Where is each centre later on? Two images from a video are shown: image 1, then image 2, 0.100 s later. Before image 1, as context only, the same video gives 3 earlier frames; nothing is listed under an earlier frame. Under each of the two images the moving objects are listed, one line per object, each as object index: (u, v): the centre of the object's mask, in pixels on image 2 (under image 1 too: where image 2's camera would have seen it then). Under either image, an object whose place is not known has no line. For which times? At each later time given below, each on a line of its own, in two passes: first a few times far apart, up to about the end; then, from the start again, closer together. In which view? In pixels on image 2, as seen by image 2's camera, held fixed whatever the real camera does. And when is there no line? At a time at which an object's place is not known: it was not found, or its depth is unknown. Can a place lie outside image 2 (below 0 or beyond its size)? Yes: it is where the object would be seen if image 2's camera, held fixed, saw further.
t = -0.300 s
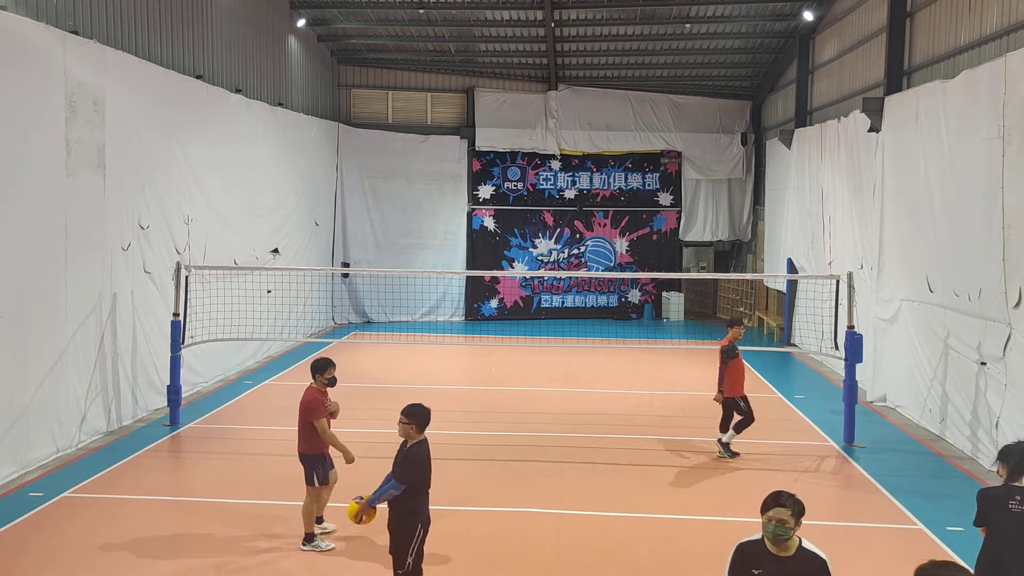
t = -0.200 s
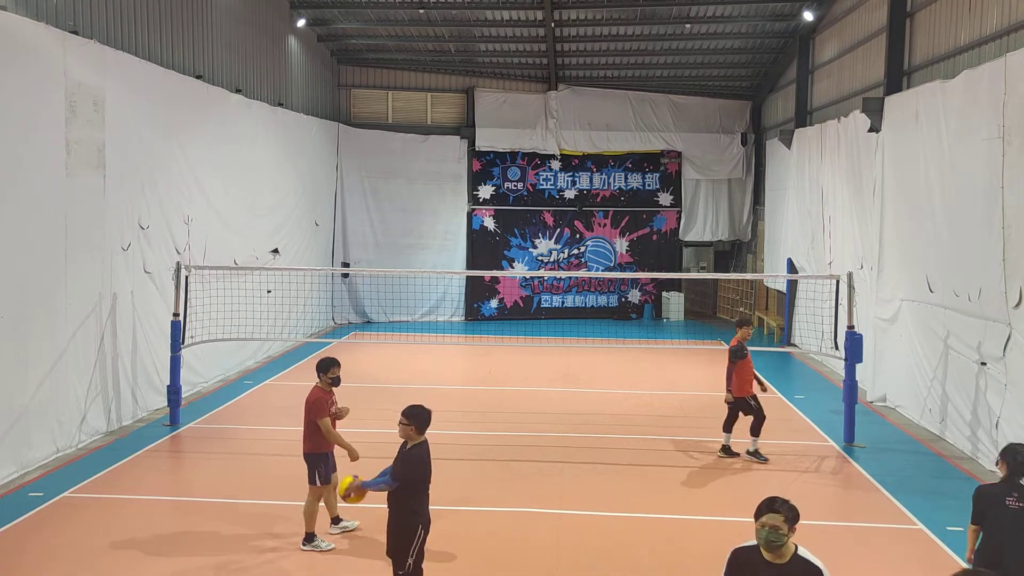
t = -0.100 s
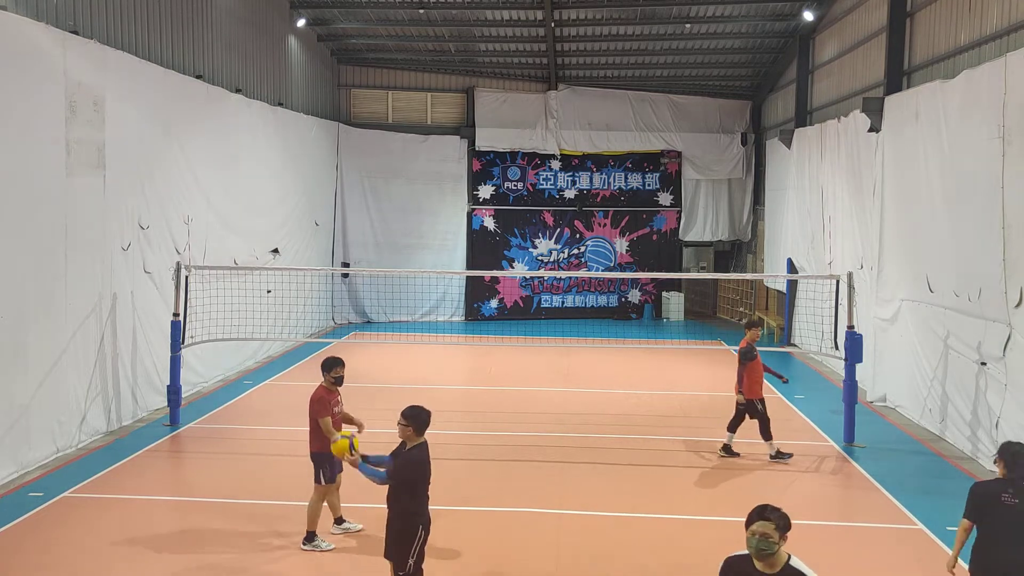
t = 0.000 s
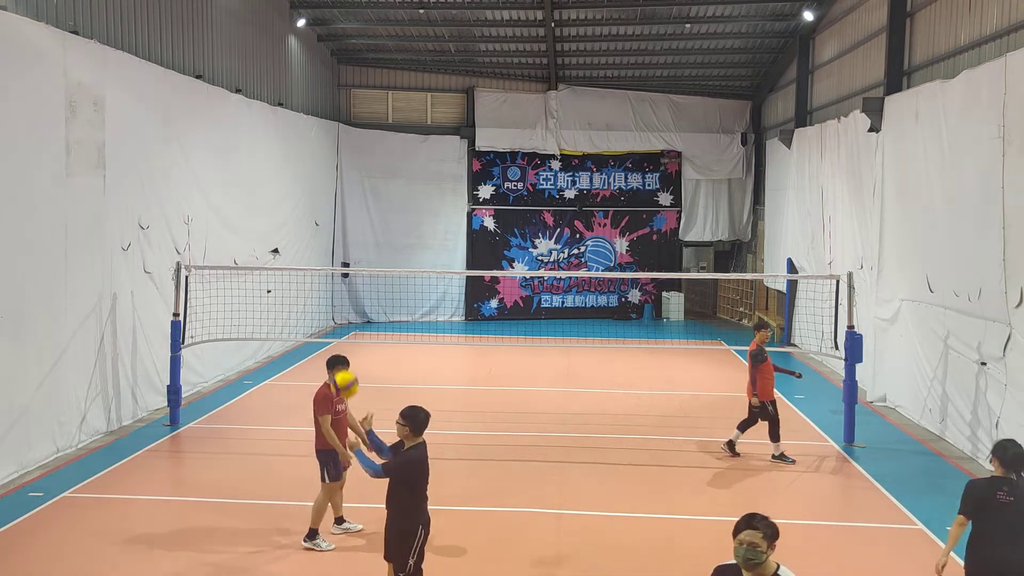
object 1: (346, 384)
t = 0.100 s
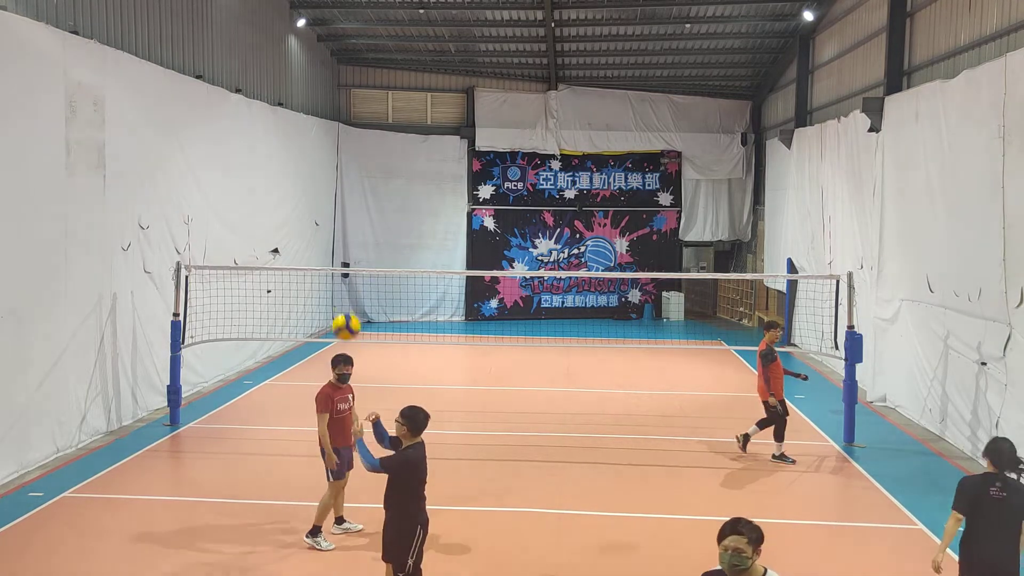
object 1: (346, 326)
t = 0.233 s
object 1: (348, 267)
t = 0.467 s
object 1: (351, 214)
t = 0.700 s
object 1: (355, 231)
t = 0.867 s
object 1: (358, 287)
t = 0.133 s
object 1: (347, 310)
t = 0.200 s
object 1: (347, 280)
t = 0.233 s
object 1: (348, 267)
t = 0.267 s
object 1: (349, 255)
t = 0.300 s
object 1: (349, 245)
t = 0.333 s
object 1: (349, 236)
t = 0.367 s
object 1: (350, 229)
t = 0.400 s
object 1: (350, 222)
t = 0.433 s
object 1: (351, 218)
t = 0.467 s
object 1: (351, 214)
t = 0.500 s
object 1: (352, 212)
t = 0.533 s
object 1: (352, 212)
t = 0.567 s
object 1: (352, 212)
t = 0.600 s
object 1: (353, 214)
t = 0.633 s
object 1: (354, 219)
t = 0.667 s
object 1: (354, 224)
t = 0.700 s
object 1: (355, 231)
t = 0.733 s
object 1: (356, 239)
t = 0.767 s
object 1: (356, 248)
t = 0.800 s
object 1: (357, 259)
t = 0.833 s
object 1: (357, 273)
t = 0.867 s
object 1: (358, 287)
